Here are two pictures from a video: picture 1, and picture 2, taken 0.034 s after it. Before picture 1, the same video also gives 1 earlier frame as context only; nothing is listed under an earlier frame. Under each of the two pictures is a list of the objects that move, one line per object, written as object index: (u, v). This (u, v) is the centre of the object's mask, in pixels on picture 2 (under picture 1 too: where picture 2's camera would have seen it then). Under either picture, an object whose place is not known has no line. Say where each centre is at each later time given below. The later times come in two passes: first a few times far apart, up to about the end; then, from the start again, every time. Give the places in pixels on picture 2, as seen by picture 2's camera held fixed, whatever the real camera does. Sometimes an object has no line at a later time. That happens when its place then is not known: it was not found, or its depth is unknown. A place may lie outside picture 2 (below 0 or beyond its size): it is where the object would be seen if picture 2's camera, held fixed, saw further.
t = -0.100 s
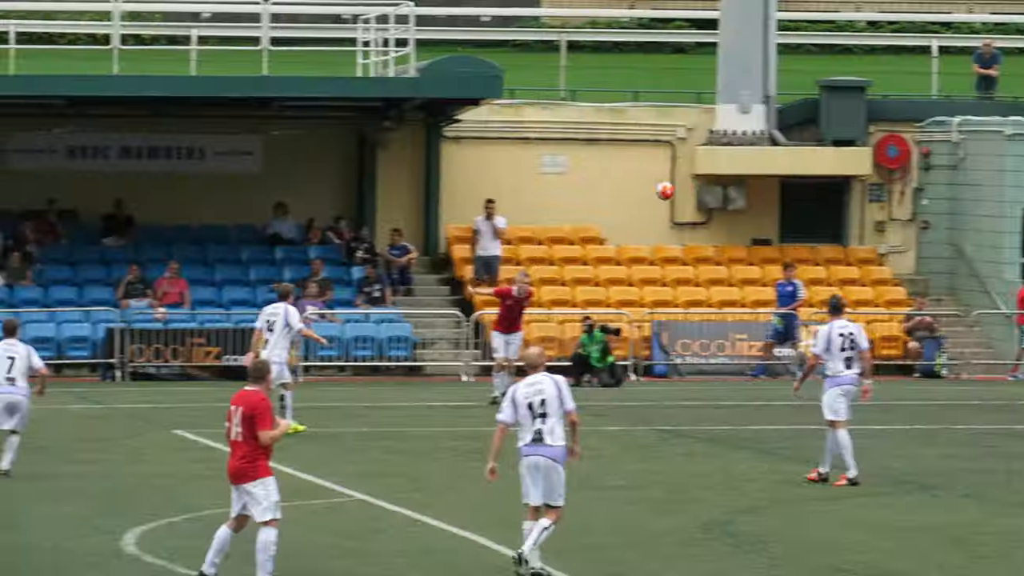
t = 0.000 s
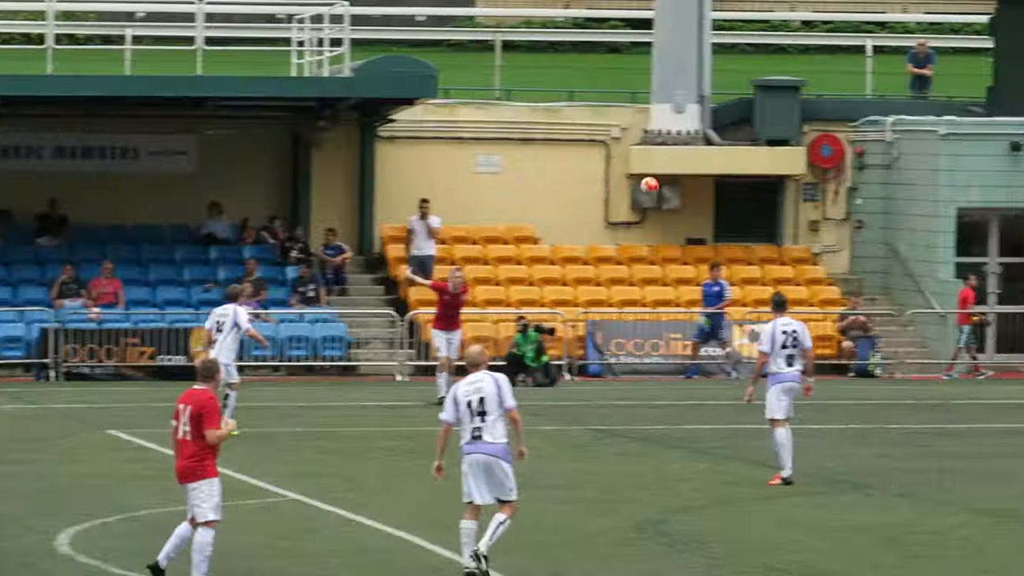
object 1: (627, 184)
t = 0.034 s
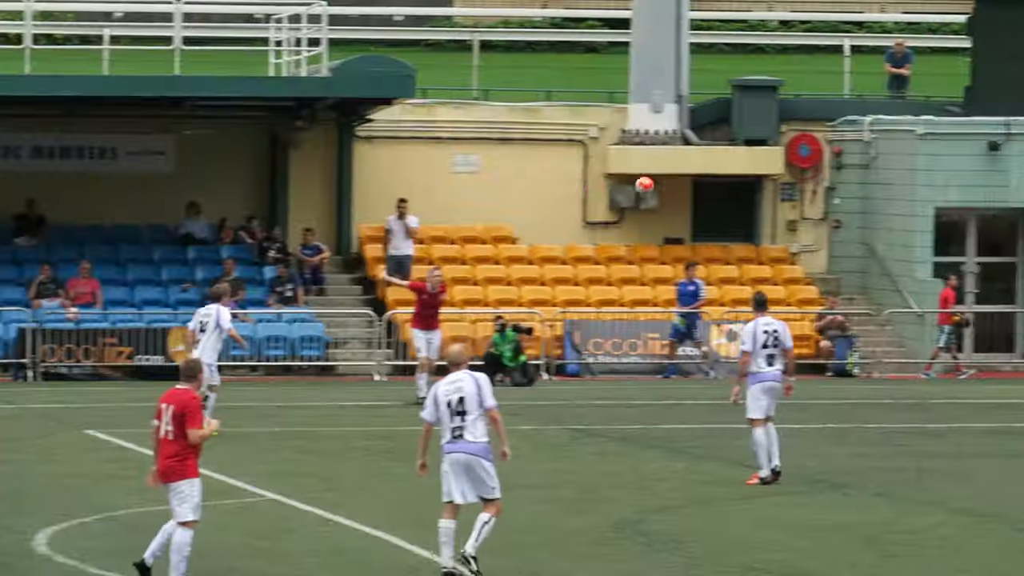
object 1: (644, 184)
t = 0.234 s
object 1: (748, 202)
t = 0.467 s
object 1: (876, 259)
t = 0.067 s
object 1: (661, 186)
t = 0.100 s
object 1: (678, 187)
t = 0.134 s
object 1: (695, 190)
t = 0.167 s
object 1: (712, 193)
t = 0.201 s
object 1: (730, 197)
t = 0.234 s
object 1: (748, 202)
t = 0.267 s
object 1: (765, 207)
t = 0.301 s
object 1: (783, 213)
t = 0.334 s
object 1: (800, 221)
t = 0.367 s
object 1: (820, 229)
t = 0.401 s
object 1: (838, 238)
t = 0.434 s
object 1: (857, 248)
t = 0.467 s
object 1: (876, 259)
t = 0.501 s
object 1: (894, 271)
